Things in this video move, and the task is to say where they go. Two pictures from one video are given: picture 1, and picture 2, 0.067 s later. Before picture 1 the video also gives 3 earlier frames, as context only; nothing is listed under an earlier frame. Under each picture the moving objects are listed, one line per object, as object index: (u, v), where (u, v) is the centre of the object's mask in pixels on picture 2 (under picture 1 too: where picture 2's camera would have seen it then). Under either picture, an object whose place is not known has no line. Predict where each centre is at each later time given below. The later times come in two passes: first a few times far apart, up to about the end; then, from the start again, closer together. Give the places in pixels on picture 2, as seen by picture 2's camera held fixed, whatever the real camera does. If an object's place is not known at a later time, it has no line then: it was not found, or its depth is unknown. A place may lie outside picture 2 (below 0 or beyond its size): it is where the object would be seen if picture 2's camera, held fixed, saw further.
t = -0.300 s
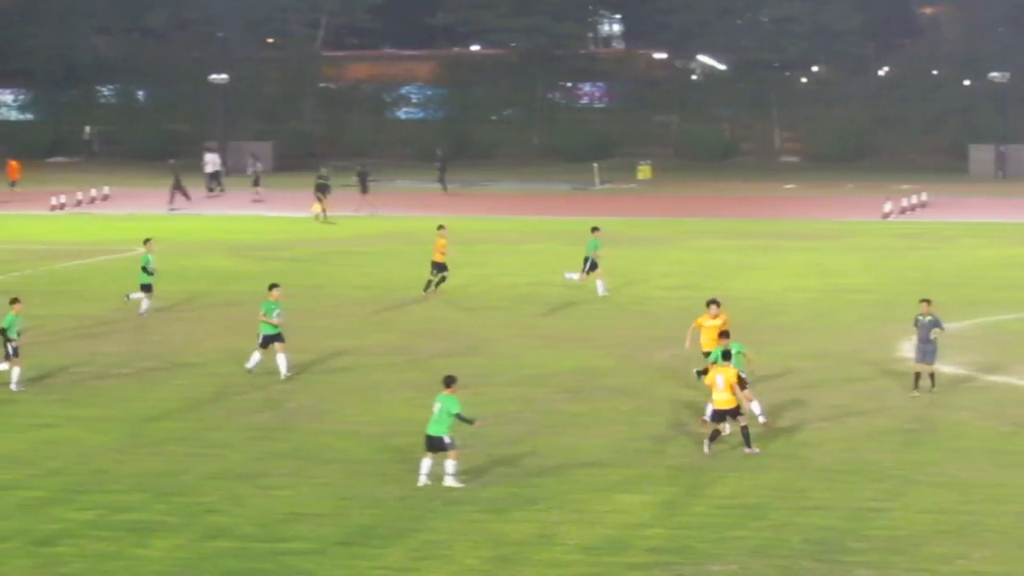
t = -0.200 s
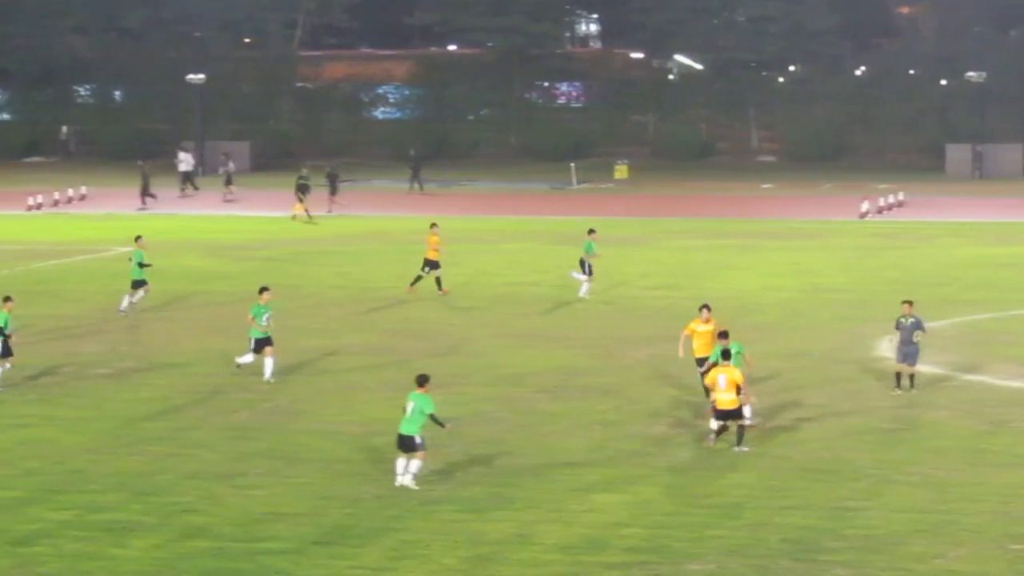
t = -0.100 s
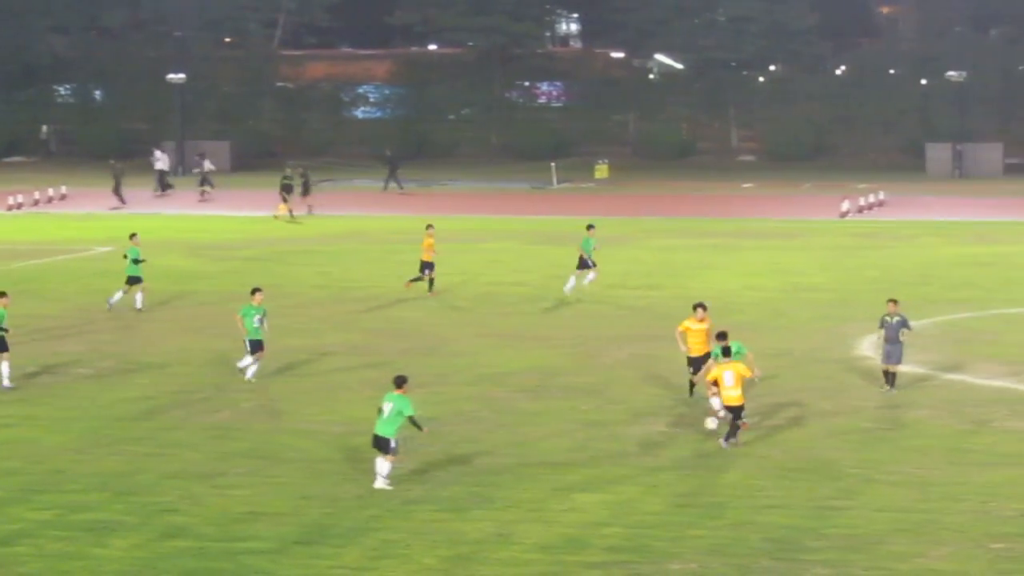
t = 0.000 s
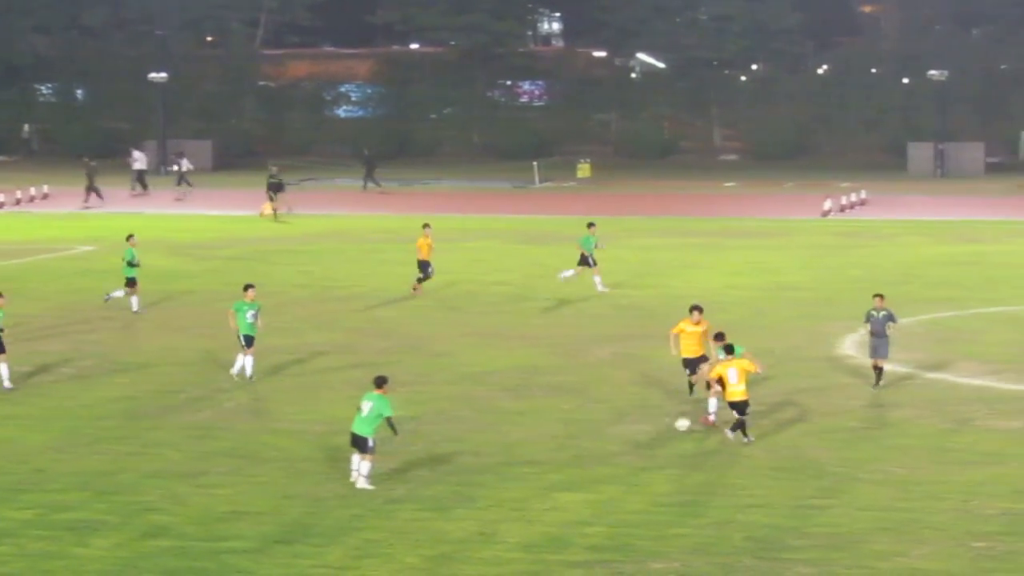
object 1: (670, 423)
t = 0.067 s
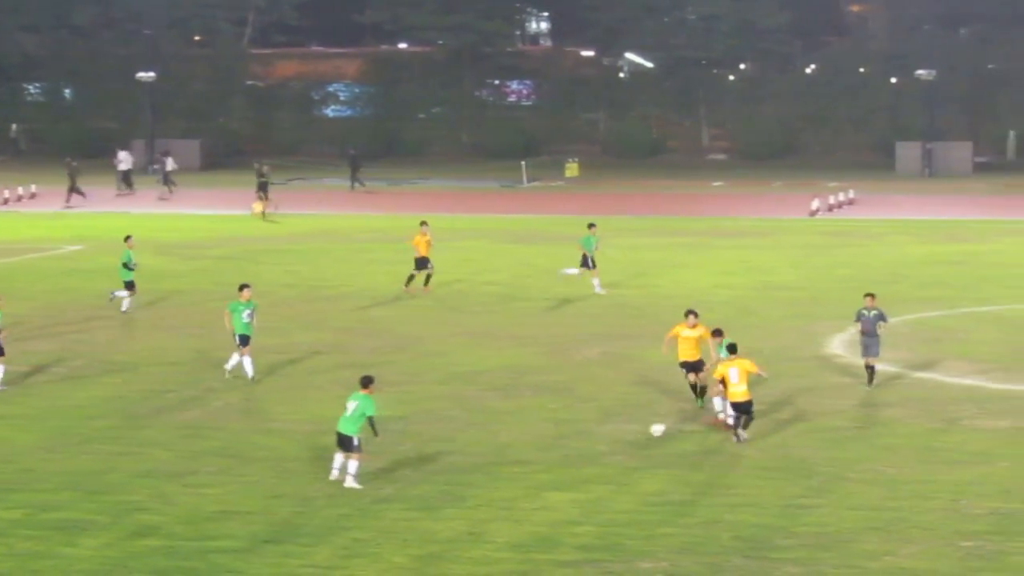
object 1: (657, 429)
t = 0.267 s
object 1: (623, 439)
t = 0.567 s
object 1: (585, 450)
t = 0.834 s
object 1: (554, 461)
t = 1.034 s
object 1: (531, 468)
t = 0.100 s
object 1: (651, 432)
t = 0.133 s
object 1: (645, 432)
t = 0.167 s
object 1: (639, 432)
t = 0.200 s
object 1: (634, 434)
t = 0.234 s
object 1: (629, 436)
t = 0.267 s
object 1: (623, 439)
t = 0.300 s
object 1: (617, 441)
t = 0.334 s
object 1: (613, 442)
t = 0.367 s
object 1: (607, 444)
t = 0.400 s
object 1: (603, 445)
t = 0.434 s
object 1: (599, 446)
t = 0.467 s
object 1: (596, 447)
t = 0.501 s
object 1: (592, 447)
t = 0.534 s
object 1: (589, 449)
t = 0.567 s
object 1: (585, 450)
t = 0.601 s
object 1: (581, 453)
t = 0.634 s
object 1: (577, 453)
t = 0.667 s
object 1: (574, 453)
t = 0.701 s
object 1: (570, 454)
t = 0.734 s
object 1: (566, 455)
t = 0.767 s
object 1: (563, 457)
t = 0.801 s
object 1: (558, 460)
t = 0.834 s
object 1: (554, 461)
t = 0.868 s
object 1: (551, 461)
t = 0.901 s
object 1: (548, 462)
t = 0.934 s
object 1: (543, 463)
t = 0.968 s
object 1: (539, 466)
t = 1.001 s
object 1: (535, 467)
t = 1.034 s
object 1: (531, 468)
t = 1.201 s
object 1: (511, 472)
